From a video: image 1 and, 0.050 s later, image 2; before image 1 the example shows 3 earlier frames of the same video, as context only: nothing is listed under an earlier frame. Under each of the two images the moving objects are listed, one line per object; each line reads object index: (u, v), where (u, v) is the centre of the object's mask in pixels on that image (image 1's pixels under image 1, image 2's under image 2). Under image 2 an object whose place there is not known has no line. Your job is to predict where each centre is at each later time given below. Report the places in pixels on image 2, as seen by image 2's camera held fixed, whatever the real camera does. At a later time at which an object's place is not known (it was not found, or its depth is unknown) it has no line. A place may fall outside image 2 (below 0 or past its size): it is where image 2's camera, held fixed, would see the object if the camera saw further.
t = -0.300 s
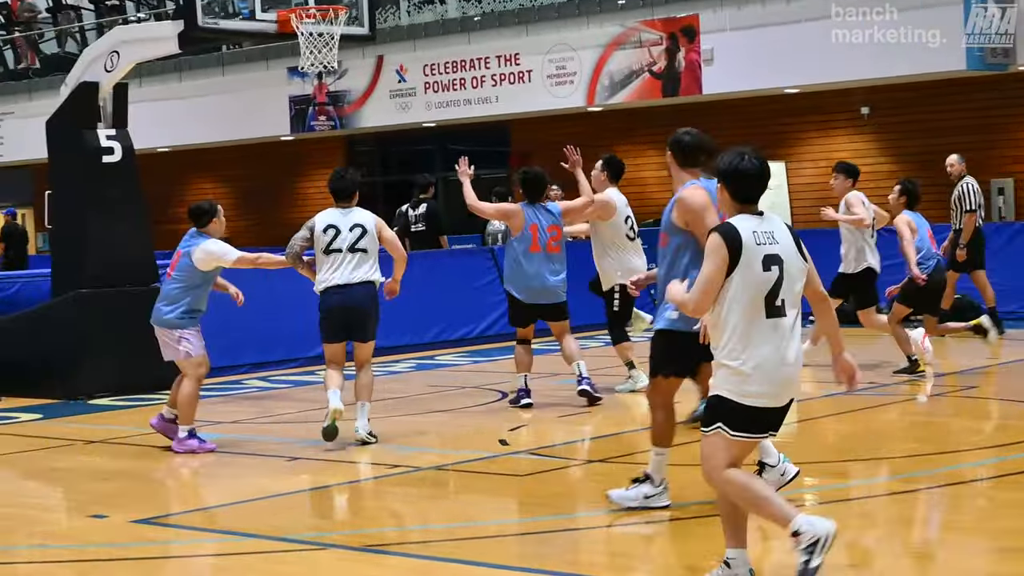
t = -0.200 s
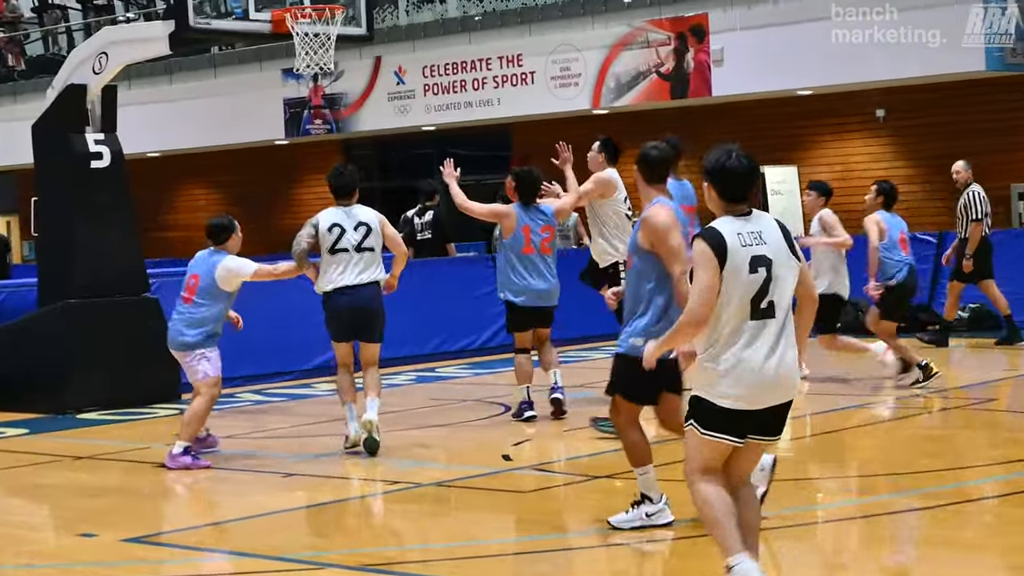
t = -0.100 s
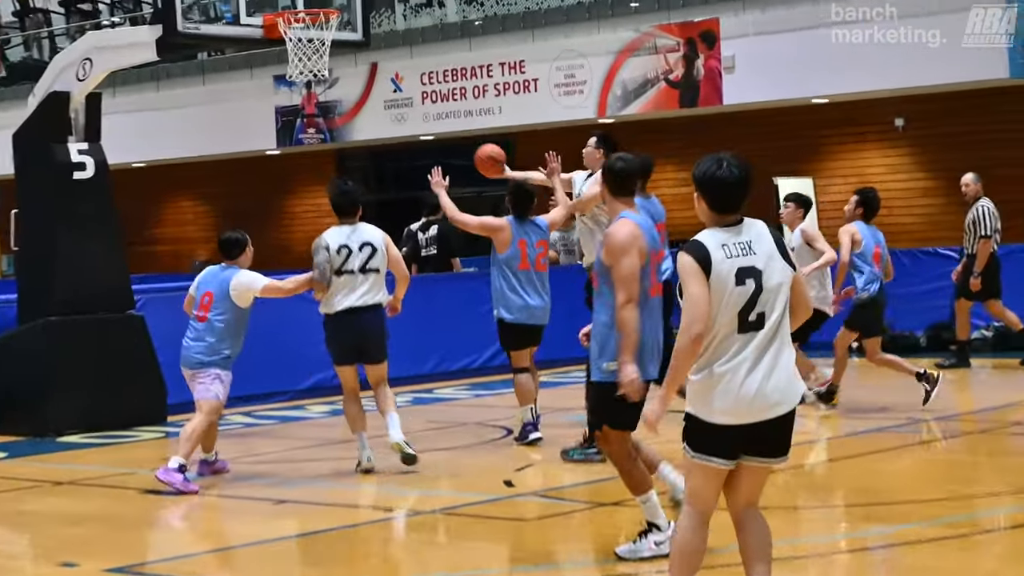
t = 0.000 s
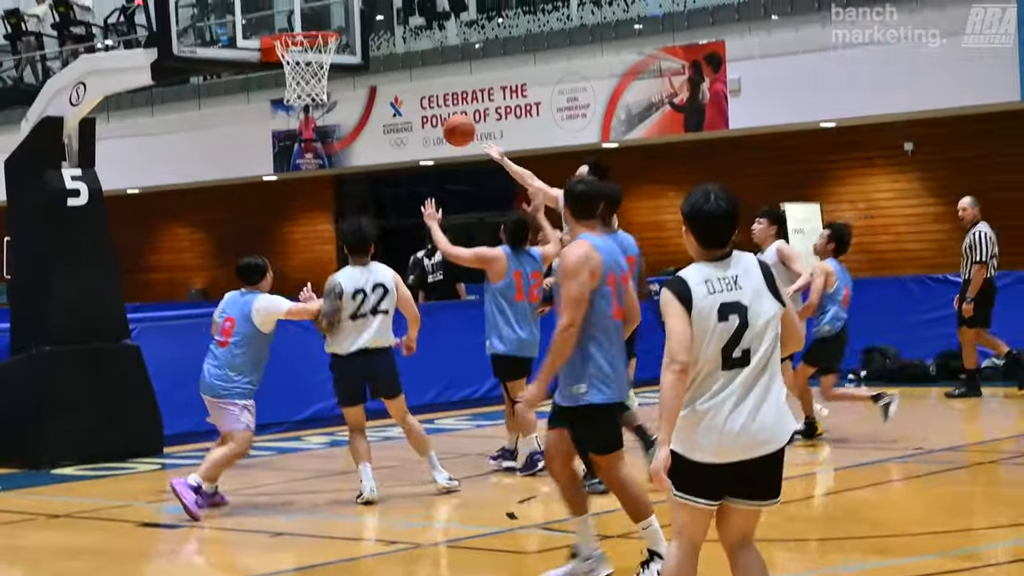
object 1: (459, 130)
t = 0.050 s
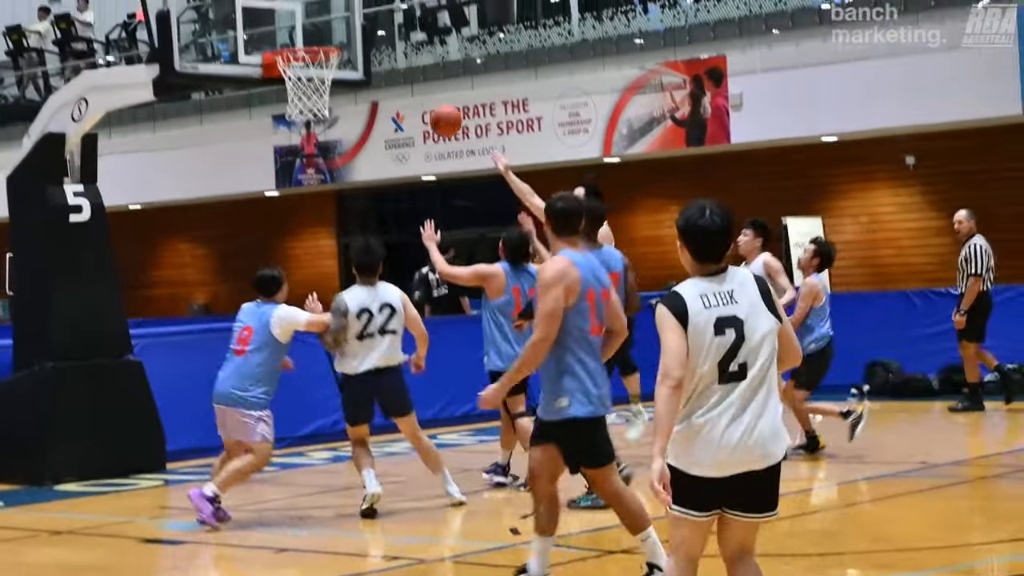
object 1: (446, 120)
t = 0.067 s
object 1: (441, 110)
